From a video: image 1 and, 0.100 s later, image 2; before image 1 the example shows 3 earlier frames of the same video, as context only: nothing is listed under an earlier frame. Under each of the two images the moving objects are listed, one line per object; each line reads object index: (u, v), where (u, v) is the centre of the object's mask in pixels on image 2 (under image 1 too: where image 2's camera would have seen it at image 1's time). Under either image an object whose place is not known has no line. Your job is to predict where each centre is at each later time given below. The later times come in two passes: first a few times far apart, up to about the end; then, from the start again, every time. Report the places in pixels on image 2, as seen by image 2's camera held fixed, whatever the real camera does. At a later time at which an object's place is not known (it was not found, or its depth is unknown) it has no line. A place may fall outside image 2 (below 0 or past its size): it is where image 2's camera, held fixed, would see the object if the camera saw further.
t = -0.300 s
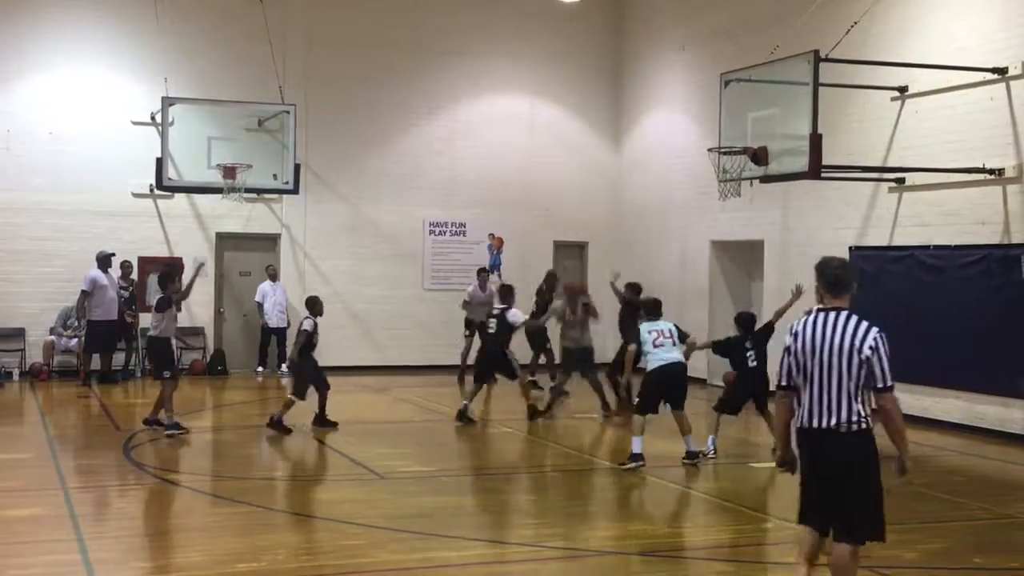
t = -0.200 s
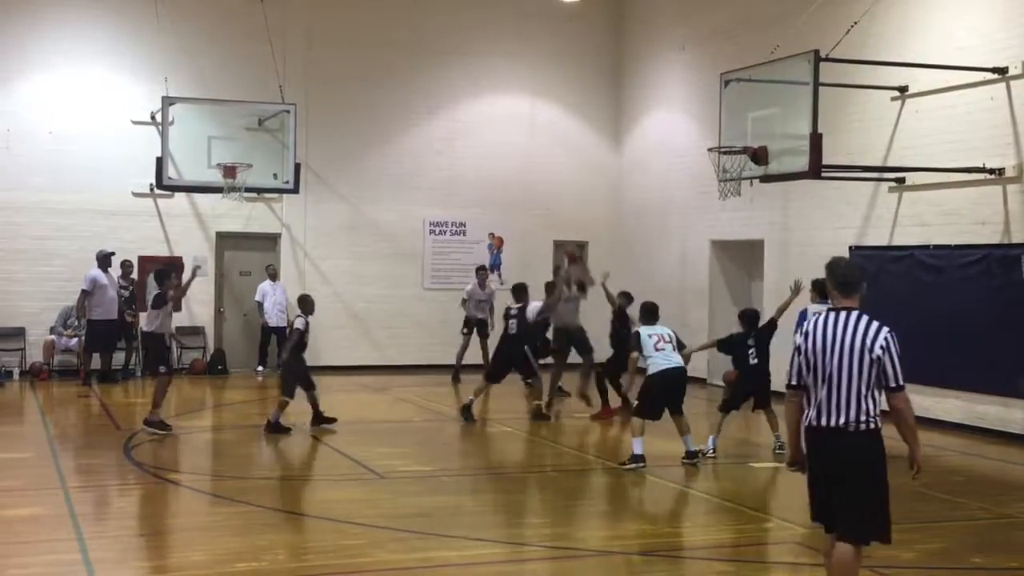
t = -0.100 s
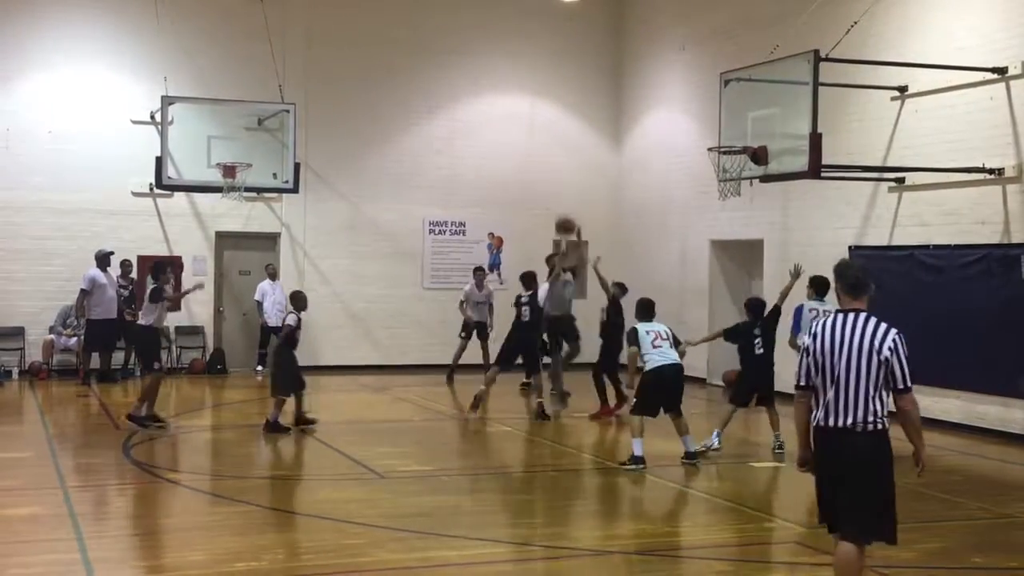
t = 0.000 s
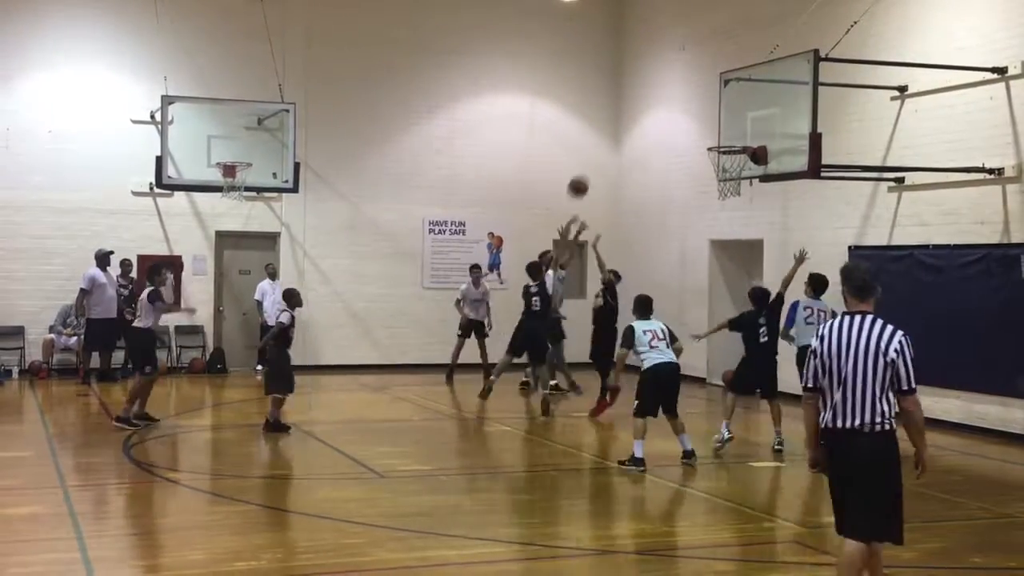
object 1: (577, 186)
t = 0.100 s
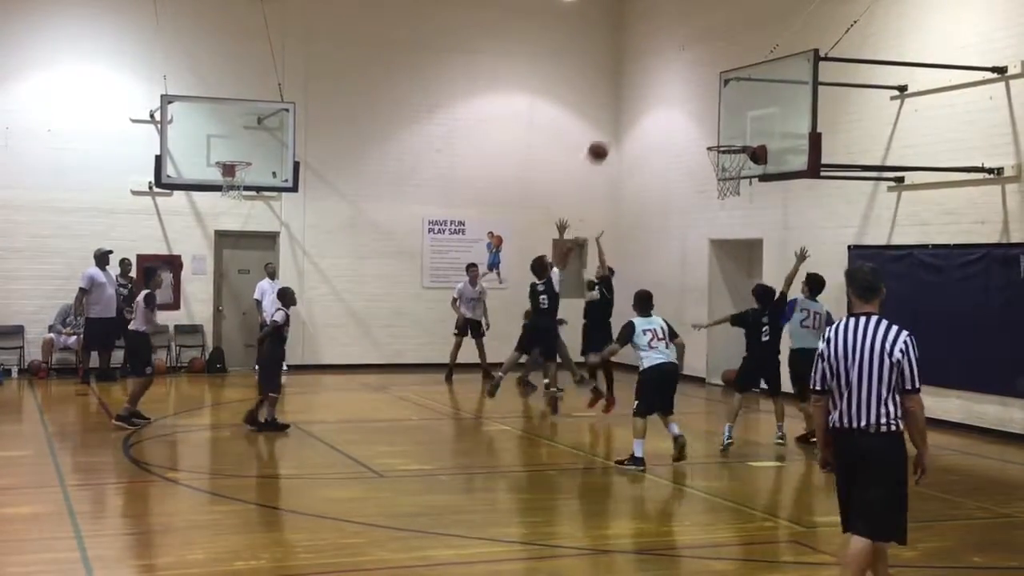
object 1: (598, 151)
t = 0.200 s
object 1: (618, 125)
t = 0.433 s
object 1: (667, 94)
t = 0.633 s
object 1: (709, 106)
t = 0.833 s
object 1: (741, 130)
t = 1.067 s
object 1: (732, 104)
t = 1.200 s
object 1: (727, 113)
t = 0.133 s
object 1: (604, 142)
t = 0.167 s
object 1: (611, 133)
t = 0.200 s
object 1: (618, 125)
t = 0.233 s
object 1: (625, 118)
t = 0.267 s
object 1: (632, 111)
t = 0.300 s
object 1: (639, 105)
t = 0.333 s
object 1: (646, 101)
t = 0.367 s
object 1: (653, 98)
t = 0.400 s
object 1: (660, 95)
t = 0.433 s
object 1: (667, 94)
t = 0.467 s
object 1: (674, 94)
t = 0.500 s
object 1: (681, 94)
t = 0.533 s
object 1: (688, 96)
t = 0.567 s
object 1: (695, 98)
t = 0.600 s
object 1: (702, 102)
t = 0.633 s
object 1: (709, 106)
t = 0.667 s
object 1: (717, 112)
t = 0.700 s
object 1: (724, 118)
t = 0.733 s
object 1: (732, 126)
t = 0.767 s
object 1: (739, 134)
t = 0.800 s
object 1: (743, 135)
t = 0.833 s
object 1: (741, 130)
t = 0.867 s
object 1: (740, 124)
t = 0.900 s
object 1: (738, 118)
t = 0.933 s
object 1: (737, 113)
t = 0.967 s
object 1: (736, 110)
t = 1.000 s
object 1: (735, 107)
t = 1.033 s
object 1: (734, 105)
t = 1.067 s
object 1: (732, 104)
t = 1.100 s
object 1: (731, 105)
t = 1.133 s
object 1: (730, 107)
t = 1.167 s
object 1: (728, 109)
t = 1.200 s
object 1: (727, 113)
